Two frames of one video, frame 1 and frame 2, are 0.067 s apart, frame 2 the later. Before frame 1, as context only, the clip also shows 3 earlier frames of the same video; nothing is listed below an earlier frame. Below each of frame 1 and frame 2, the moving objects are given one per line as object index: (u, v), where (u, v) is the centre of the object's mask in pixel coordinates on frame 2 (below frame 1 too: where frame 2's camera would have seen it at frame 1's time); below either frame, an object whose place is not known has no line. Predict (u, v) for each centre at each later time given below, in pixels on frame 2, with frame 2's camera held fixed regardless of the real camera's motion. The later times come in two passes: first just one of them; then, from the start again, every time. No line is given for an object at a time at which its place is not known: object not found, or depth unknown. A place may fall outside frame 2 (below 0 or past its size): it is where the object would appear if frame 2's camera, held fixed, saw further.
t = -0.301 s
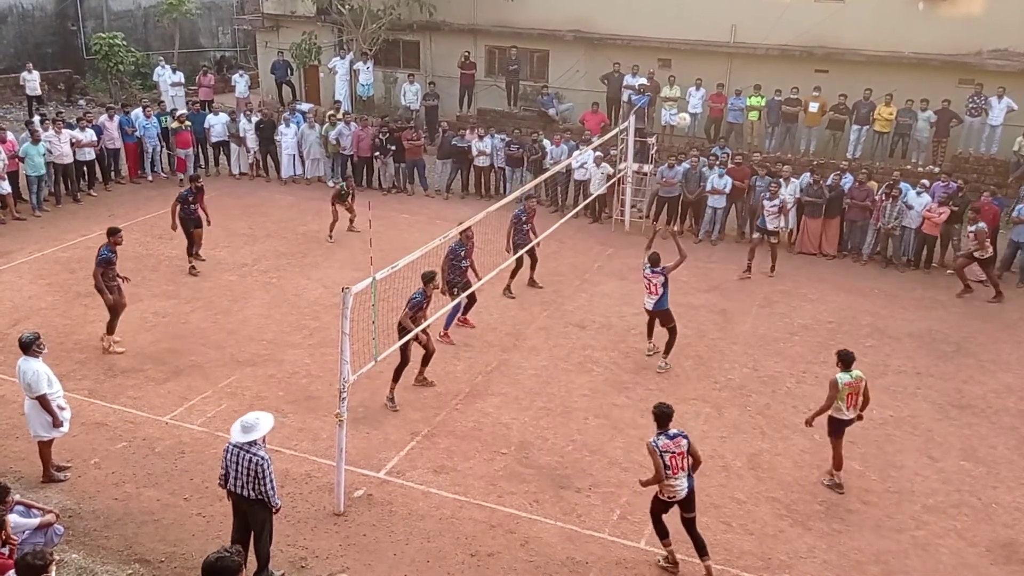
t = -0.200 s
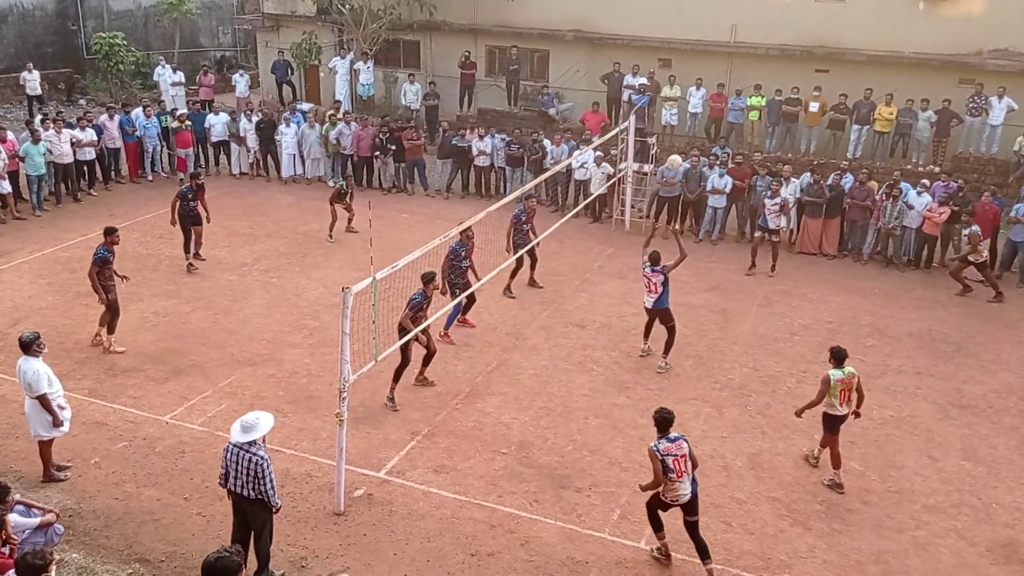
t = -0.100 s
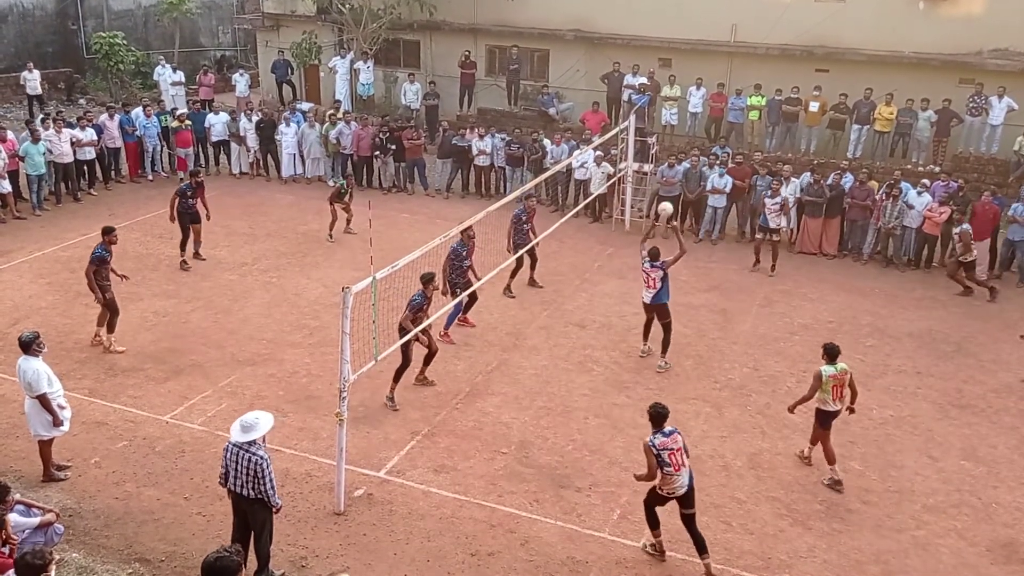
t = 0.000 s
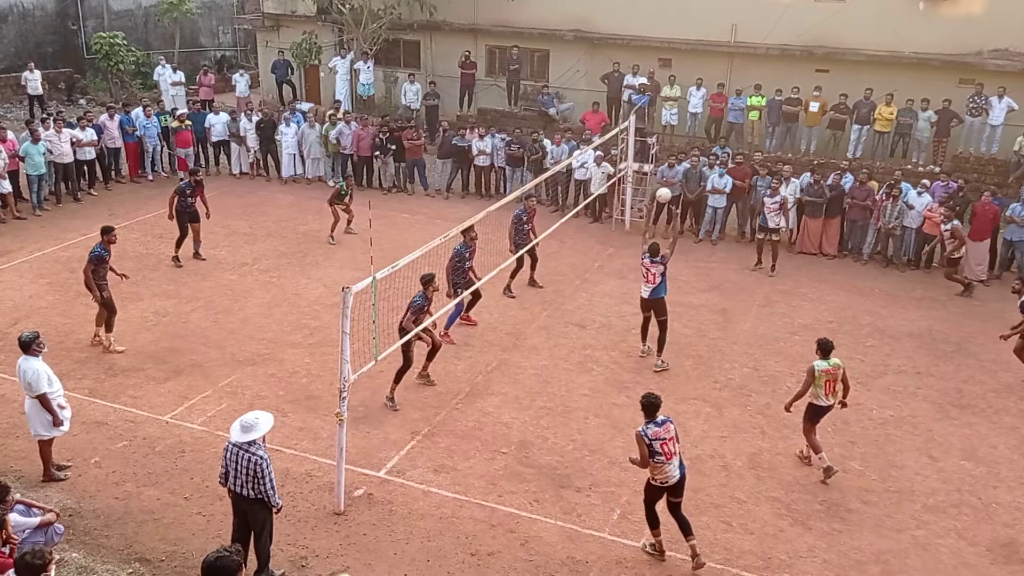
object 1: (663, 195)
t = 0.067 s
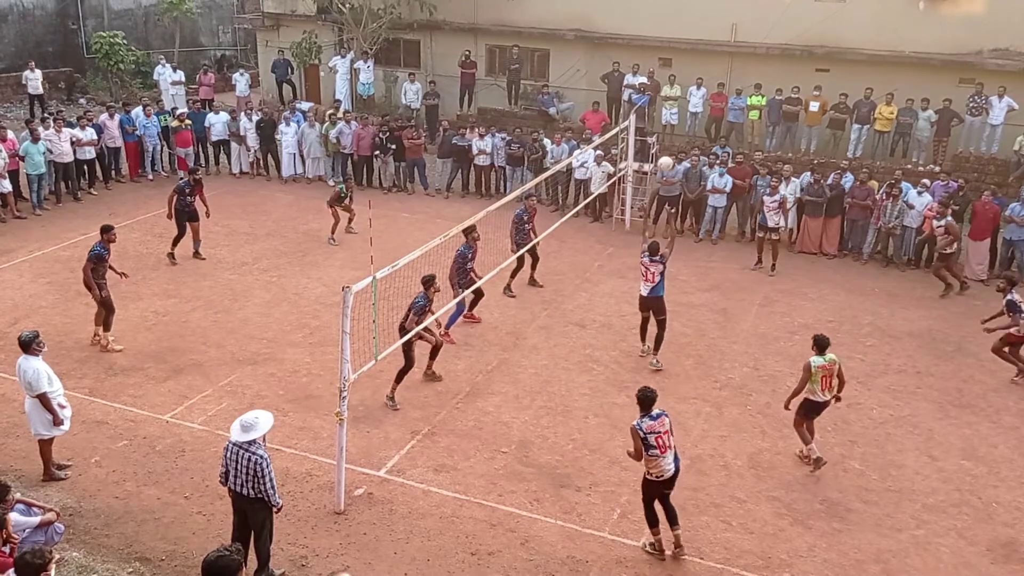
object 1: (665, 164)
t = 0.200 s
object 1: (667, 110)
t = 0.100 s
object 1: (665, 150)
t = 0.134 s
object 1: (666, 136)
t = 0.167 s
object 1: (666, 123)
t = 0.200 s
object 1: (667, 110)
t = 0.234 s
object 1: (667, 98)
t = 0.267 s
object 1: (668, 88)
